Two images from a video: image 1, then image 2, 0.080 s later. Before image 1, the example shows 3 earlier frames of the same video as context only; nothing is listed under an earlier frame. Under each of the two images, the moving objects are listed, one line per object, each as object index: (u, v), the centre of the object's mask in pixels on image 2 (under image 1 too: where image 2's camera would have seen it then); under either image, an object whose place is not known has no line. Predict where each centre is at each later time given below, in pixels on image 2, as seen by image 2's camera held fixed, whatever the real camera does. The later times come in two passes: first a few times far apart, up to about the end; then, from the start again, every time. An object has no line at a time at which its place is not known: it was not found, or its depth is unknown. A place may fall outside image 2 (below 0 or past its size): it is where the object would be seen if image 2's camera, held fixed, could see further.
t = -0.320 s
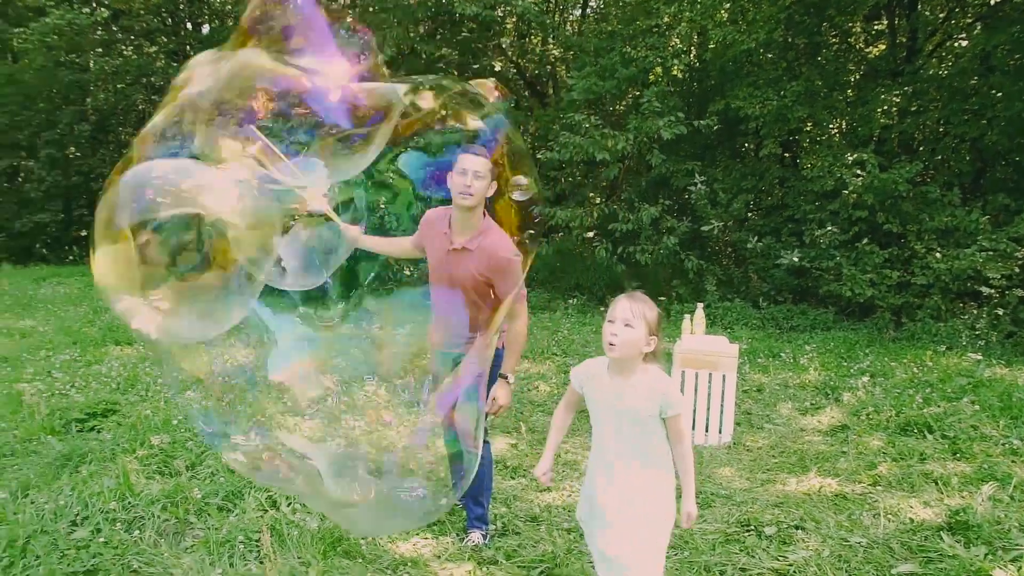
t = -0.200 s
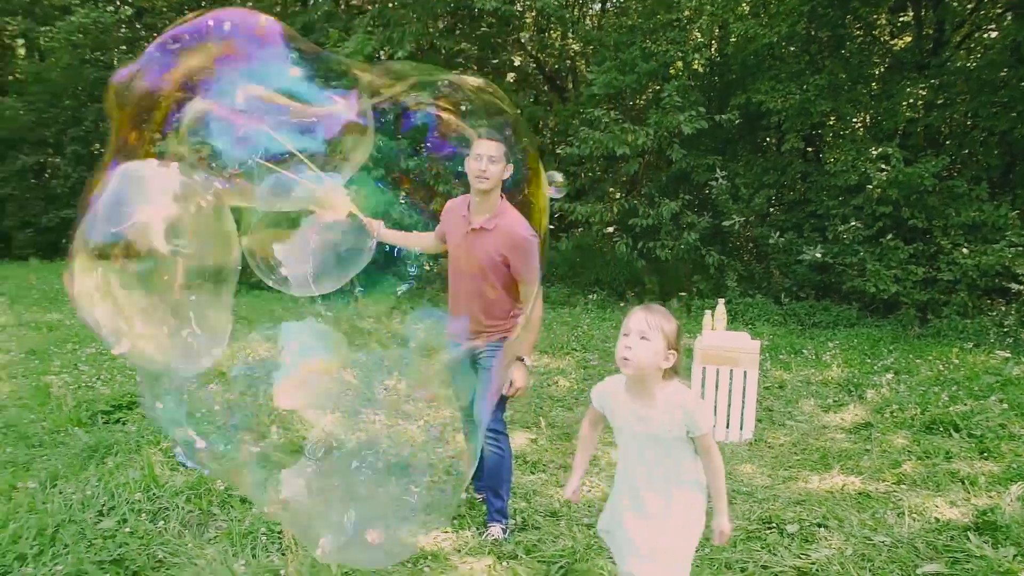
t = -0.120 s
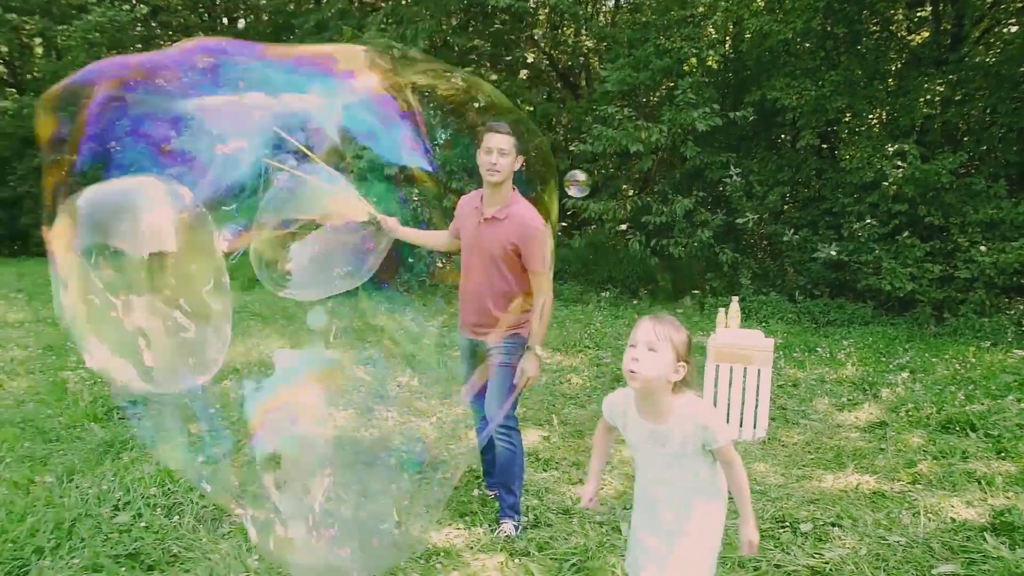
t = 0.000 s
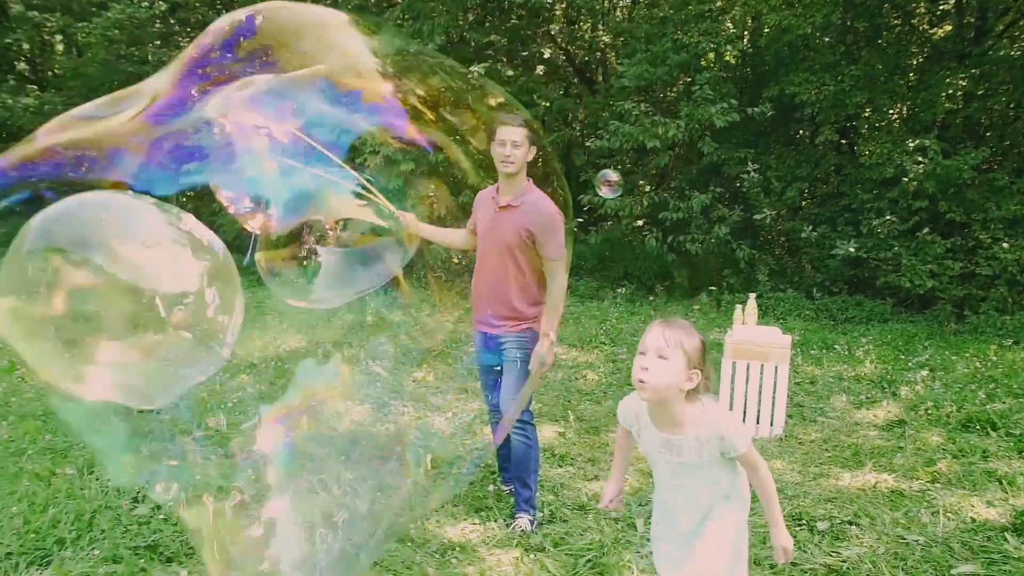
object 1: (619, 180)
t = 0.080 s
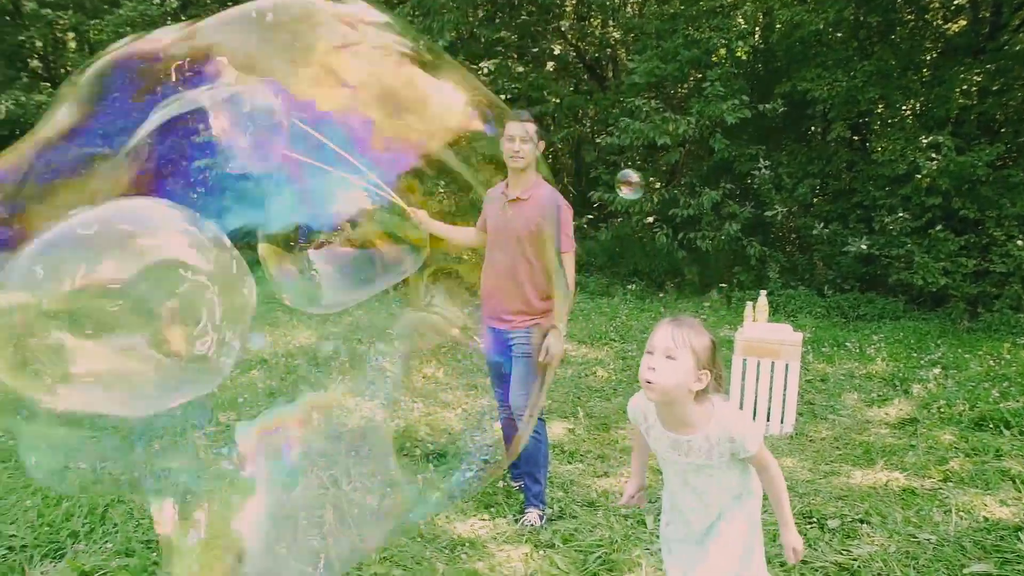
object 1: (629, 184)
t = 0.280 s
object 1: (656, 198)
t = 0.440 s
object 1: (675, 215)
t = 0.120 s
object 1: (635, 186)
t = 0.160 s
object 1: (640, 189)
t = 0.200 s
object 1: (646, 191)
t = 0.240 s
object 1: (651, 195)
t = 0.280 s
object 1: (656, 198)
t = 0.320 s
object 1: (661, 202)
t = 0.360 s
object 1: (666, 206)
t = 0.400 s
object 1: (671, 210)
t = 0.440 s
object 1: (675, 215)
